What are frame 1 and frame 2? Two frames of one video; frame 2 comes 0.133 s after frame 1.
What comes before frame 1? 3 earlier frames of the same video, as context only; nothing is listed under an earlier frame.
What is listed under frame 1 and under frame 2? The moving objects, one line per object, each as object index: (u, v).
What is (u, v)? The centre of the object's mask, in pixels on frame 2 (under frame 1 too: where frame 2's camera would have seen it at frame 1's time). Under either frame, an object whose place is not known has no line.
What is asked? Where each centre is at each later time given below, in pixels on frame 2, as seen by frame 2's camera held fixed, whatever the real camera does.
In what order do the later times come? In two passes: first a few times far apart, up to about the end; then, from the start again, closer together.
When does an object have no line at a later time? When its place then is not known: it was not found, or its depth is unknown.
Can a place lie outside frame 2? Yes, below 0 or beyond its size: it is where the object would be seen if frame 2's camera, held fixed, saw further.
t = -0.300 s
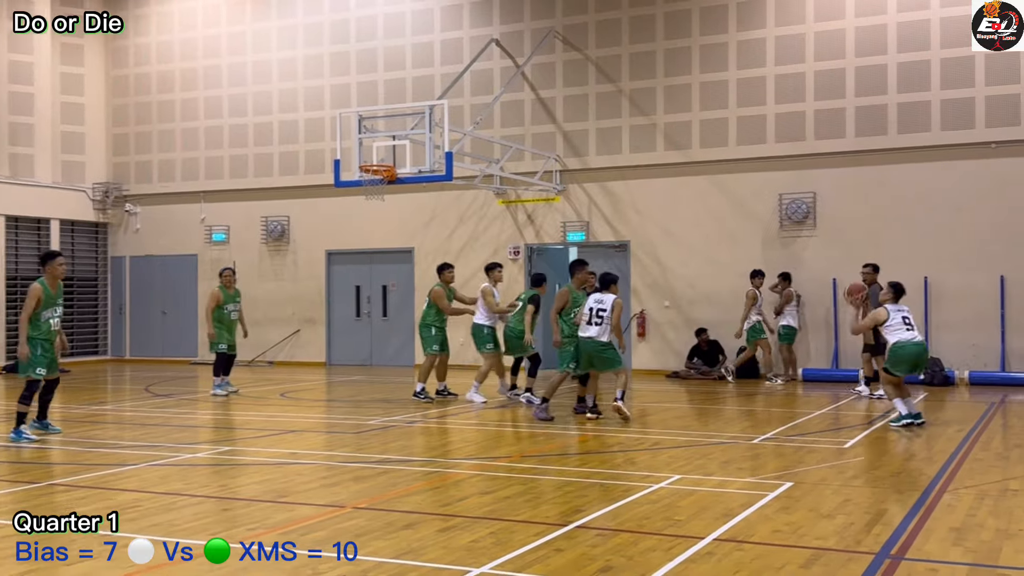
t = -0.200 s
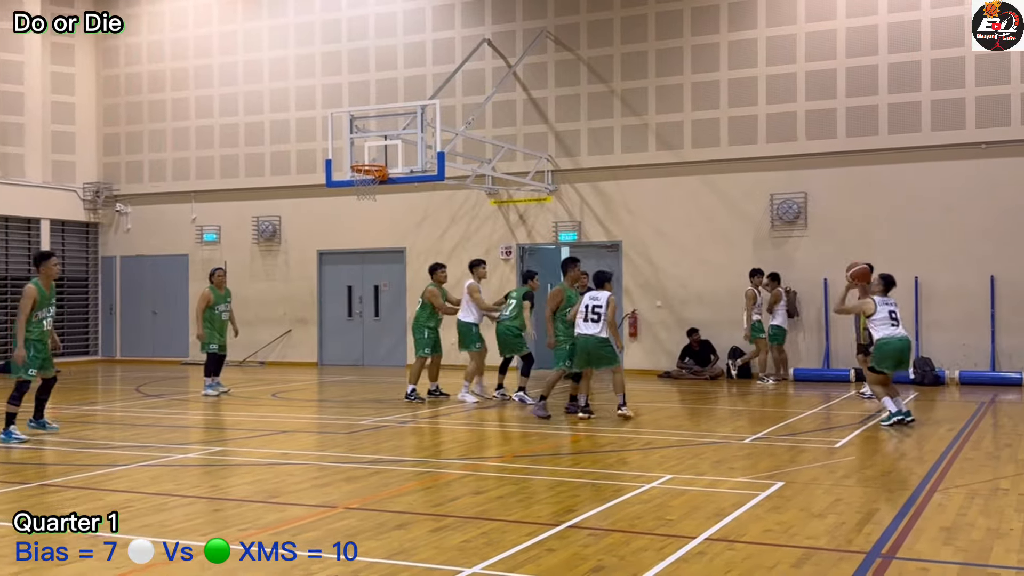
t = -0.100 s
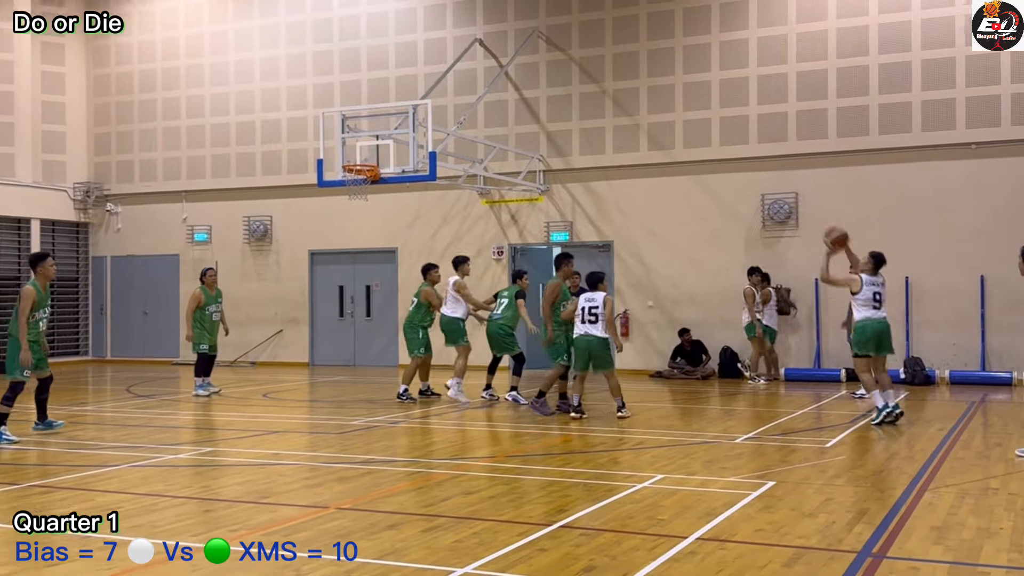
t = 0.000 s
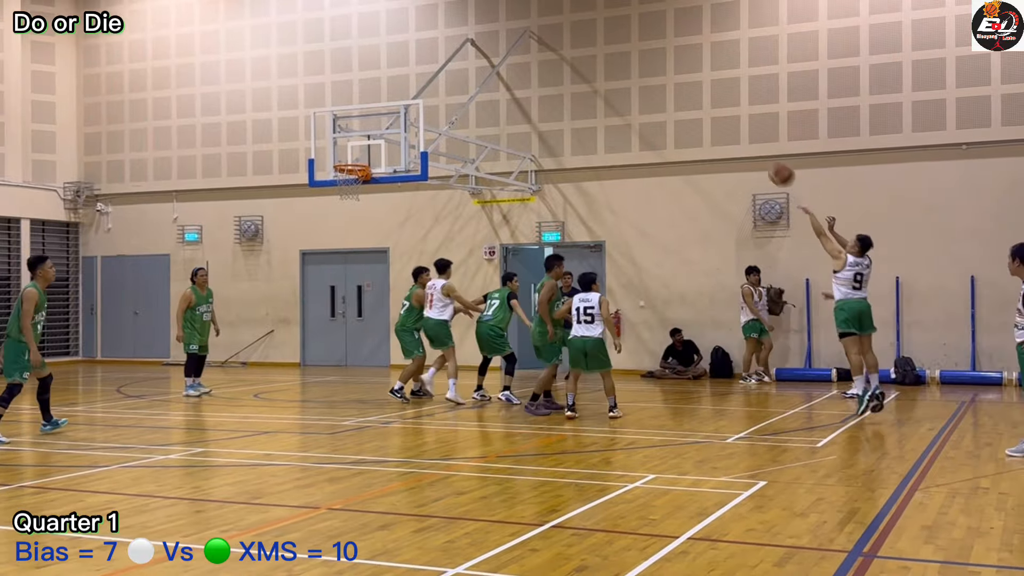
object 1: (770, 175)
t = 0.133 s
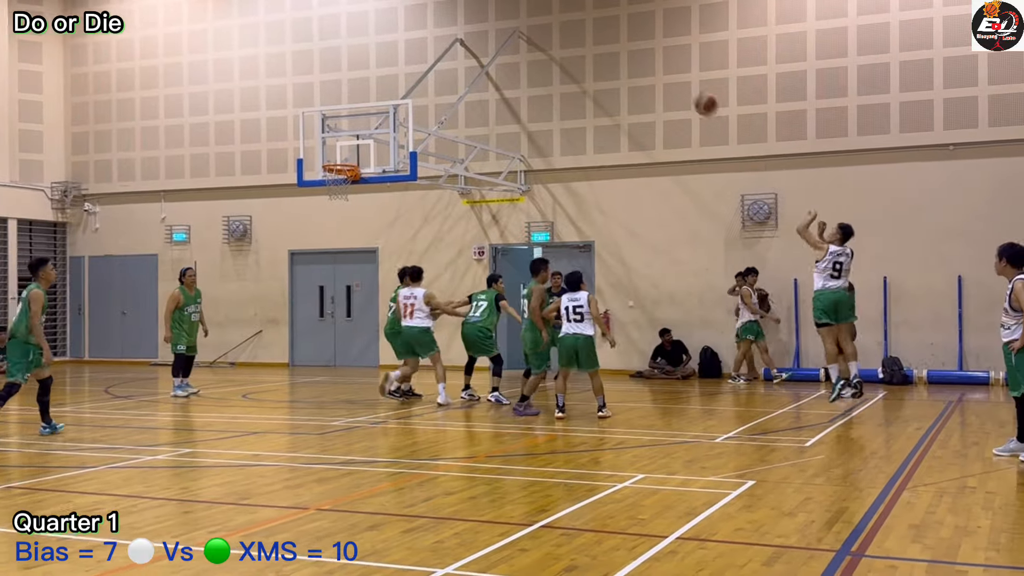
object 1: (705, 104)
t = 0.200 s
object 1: (675, 76)
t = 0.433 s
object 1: (577, 16)
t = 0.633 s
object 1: (501, 7)
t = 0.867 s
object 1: (423, 30)
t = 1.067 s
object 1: (363, 82)
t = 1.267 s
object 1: (308, 156)
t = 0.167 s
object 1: (690, 90)
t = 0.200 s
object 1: (675, 76)
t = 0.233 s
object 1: (661, 64)
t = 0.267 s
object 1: (646, 54)
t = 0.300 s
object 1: (632, 45)
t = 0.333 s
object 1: (618, 36)
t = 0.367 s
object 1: (604, 28)
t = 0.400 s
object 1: (590, 22)
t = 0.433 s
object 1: (577, 16)
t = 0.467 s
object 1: (564, 12)
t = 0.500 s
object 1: (551, 9)
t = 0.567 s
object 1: (527, 7)
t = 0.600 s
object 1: (514, 7)
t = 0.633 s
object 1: (501, 7)
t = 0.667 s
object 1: (490, 7)
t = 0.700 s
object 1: (478, 8)
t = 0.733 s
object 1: (466, 10)
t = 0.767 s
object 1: (456, 15)
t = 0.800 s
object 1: (444, 19)
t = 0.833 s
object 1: (434, 24)
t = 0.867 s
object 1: (423, 30)
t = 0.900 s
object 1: (412, 37)
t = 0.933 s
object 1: (402, 45)
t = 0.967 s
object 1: (392, 53)
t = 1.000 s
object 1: (382, 62)
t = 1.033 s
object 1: (372, 72)
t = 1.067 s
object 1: (363, 82)
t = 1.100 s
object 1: (353, 93)
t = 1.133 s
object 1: (344, 104)
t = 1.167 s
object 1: (334, 117)
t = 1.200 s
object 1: (326, 129)
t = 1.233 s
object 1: (317, 143)
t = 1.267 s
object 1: (308, 156)
